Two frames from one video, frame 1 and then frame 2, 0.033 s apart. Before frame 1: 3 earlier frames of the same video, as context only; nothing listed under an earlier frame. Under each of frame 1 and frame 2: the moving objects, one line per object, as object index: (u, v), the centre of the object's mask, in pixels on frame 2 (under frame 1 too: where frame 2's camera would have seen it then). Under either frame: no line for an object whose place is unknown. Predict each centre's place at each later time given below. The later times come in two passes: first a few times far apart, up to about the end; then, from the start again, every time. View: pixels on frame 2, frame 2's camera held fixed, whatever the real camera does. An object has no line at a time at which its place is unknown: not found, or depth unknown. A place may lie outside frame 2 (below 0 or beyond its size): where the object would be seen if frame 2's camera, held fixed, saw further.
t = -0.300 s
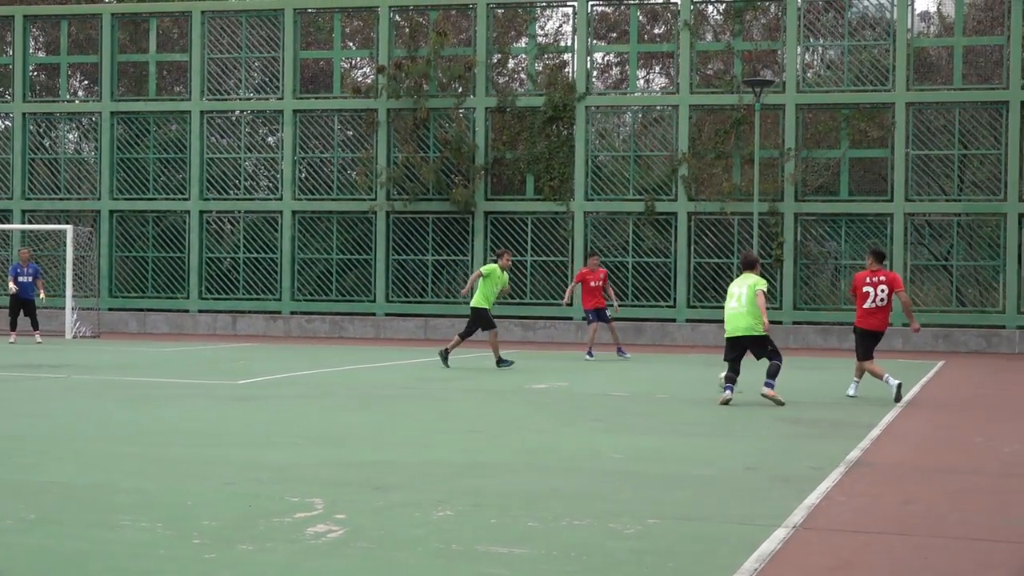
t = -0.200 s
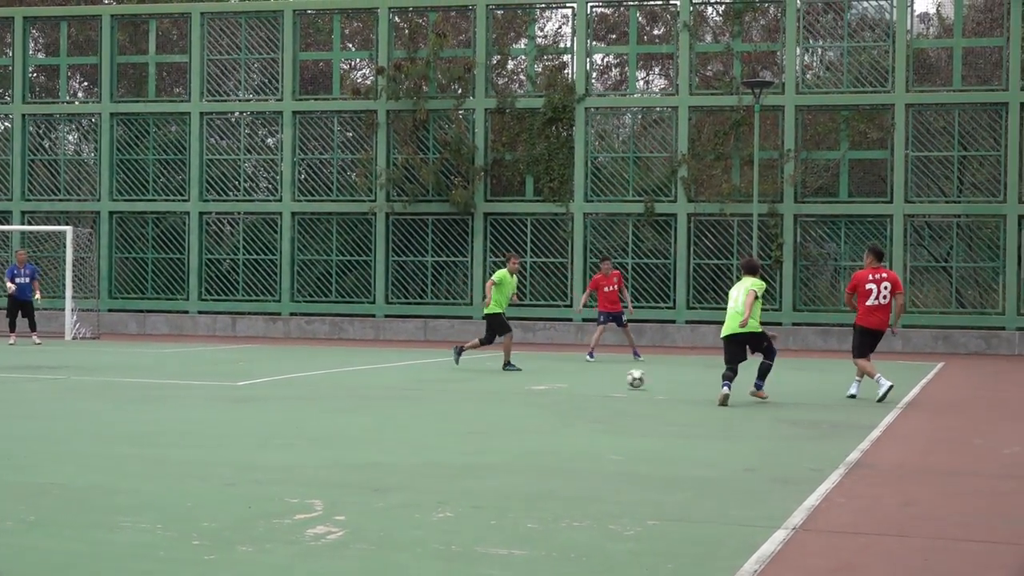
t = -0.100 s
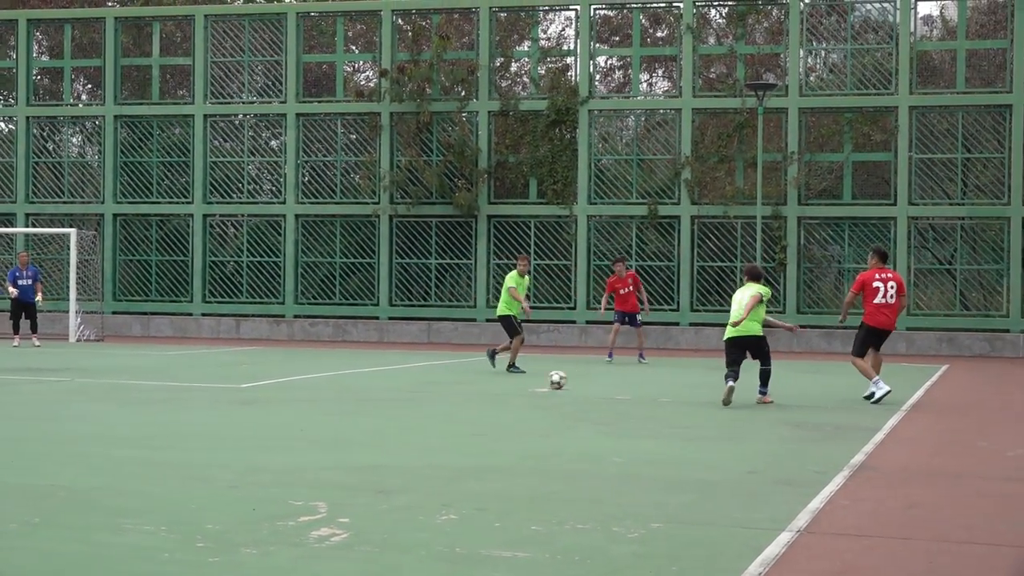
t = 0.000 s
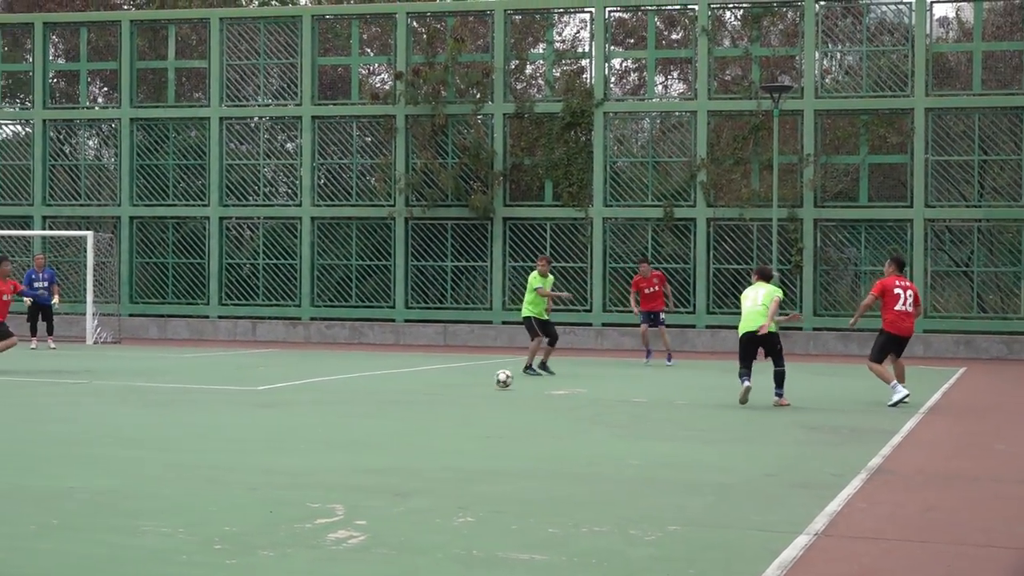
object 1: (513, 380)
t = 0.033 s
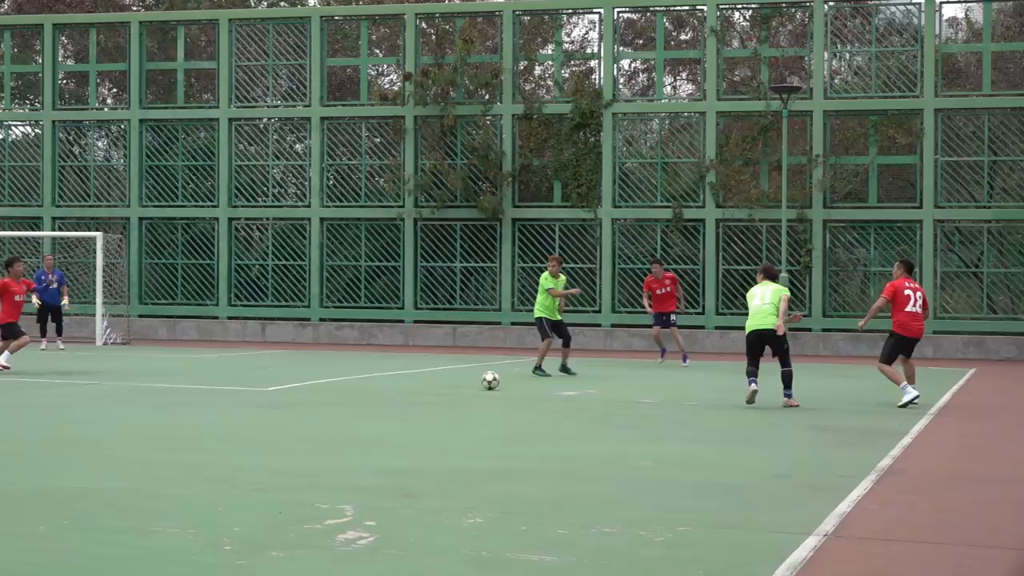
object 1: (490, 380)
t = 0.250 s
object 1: (363, 377)
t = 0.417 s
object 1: (272, 372)
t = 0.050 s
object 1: (480, 380)
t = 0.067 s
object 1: (470, 379)
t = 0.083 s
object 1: (460, 379)
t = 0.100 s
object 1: (450, 379)
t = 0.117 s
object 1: (441, 379)
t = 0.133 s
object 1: (431, 378)
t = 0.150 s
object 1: (421, 377)
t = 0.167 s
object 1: (411, 377)
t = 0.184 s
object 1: (402, 376)
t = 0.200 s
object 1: (392, 376)
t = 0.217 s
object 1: (383, 376)
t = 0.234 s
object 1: (373, 377)
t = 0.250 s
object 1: (363, 377)
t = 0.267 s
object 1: (354, 376)
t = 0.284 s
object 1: (345, 375)
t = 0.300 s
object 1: (336, 375)
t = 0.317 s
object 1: (327, 374)
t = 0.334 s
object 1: (318, 374)
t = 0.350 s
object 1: (308, 374)
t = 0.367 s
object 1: (299, 374)
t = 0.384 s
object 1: (290, 375)
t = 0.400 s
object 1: (281, 374)
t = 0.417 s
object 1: (272, 372)
